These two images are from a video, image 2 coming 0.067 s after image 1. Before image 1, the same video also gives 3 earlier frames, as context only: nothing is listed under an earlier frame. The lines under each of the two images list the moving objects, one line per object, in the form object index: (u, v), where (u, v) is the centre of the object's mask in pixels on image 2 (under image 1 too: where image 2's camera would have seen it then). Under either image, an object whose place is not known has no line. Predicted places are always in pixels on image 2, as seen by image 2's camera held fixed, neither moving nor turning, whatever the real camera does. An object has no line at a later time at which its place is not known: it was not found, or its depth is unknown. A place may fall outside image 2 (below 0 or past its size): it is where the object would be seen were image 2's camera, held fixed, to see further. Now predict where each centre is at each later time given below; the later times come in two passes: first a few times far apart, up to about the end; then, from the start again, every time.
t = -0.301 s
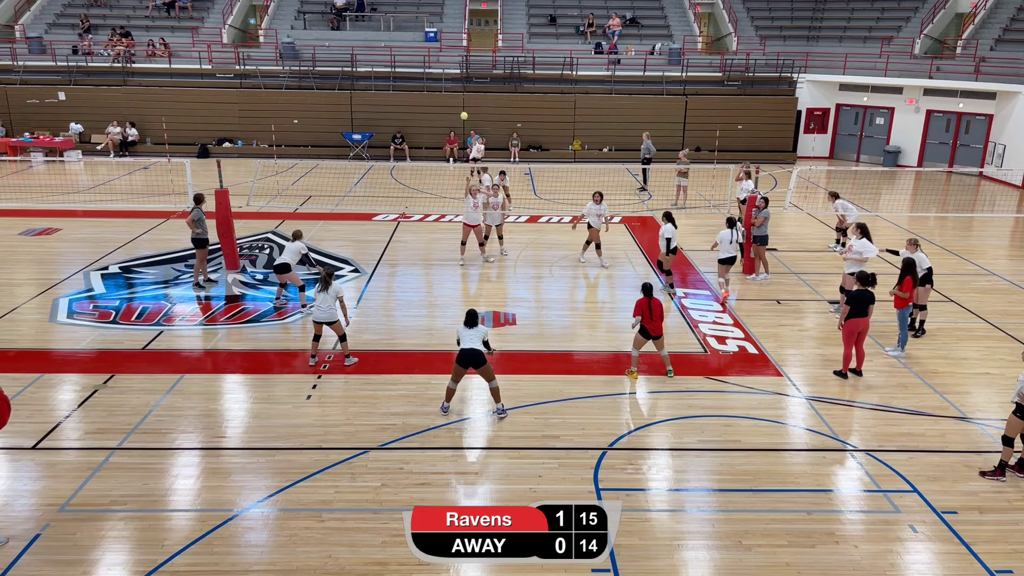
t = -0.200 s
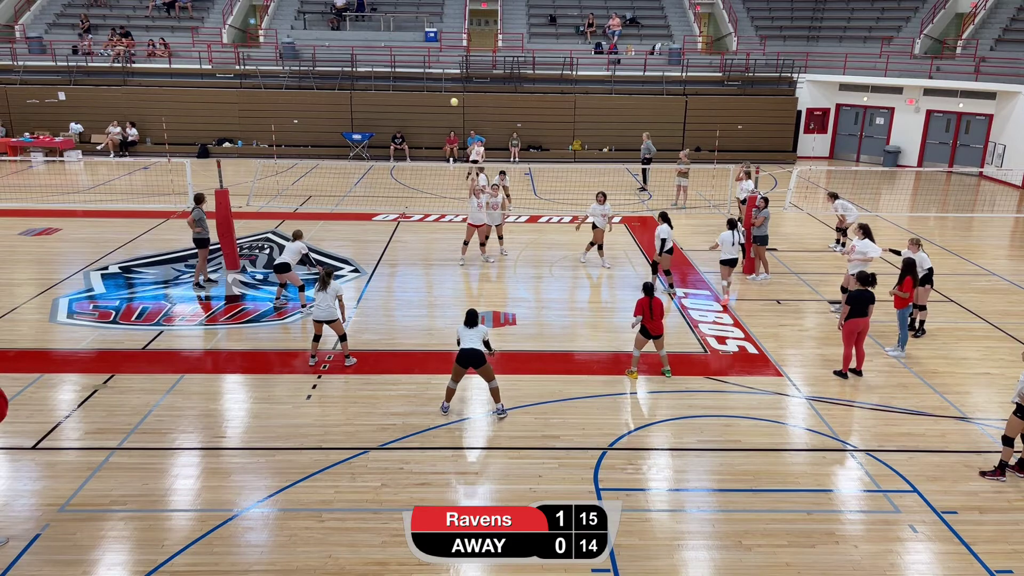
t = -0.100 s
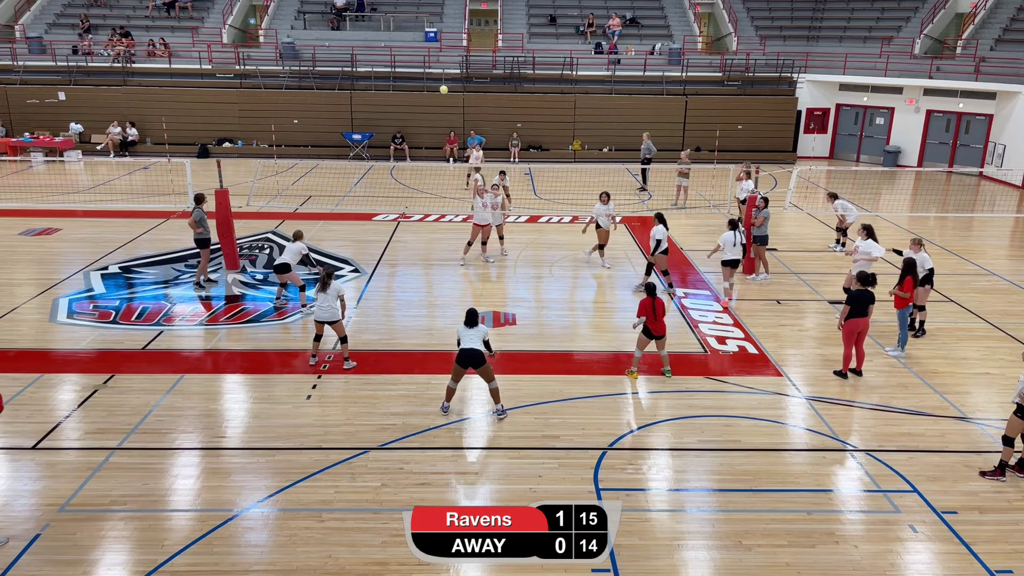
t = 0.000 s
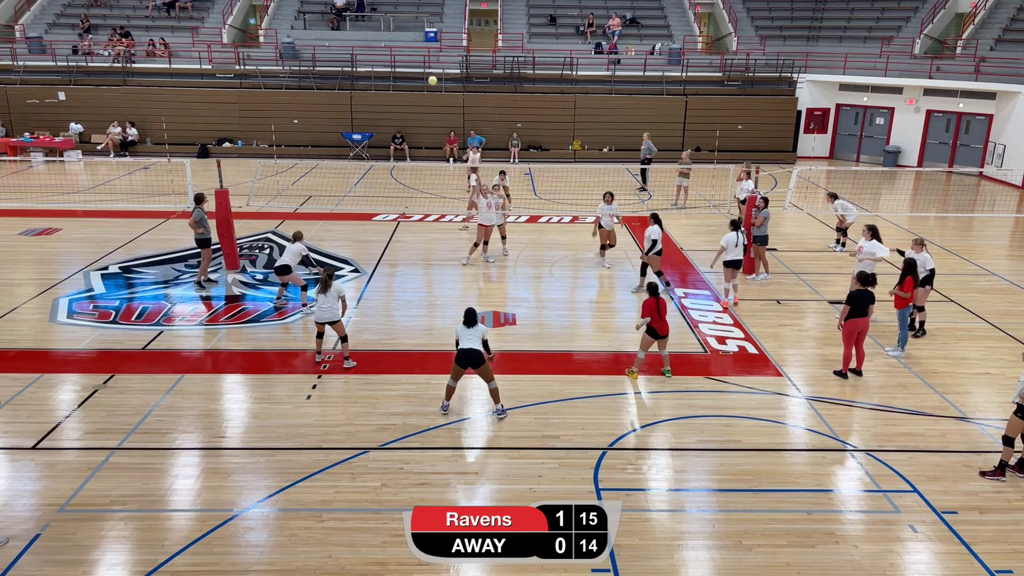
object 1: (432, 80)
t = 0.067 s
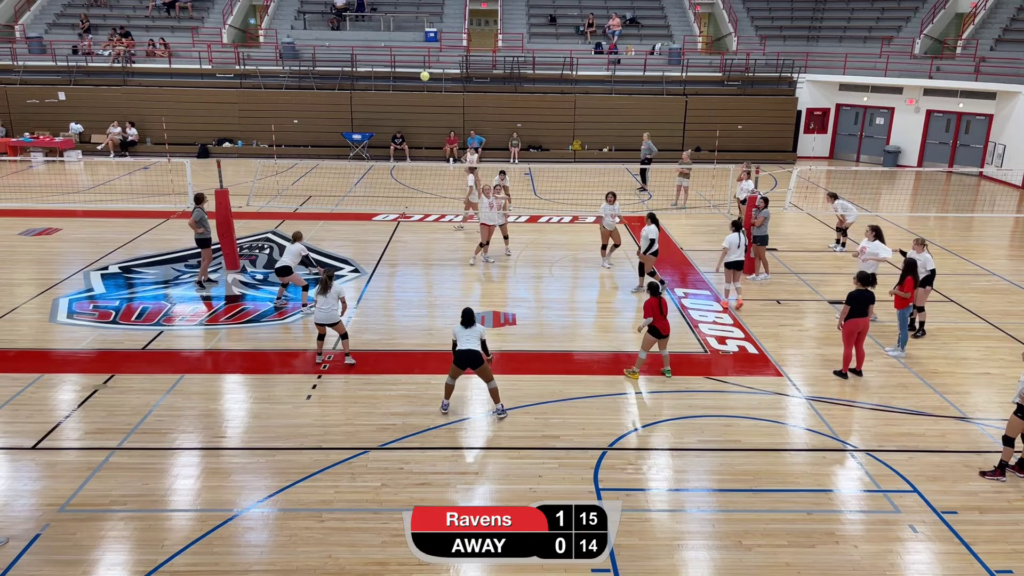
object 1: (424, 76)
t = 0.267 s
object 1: (400, 74)
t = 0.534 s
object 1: (360, 102)
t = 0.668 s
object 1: (335, 133)
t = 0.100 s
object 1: (420, 75)
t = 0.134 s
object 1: (417, 73)
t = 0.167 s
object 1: (413, 73)
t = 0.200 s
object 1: (409, 73)
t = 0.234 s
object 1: (405, 73)
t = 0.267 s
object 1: (400, 74)
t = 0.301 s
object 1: (396, 75)
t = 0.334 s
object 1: (391, 77)
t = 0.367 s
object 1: (387, 79)
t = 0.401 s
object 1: (382, 82)
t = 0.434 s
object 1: (376, 86)
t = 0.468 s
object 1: (371, 91)
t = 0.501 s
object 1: (366, 95)
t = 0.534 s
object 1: (360, 102)
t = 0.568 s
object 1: (355, 108)
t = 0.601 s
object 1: (348, 116)
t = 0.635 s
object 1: (342, 124)
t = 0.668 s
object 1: (335, 133)
